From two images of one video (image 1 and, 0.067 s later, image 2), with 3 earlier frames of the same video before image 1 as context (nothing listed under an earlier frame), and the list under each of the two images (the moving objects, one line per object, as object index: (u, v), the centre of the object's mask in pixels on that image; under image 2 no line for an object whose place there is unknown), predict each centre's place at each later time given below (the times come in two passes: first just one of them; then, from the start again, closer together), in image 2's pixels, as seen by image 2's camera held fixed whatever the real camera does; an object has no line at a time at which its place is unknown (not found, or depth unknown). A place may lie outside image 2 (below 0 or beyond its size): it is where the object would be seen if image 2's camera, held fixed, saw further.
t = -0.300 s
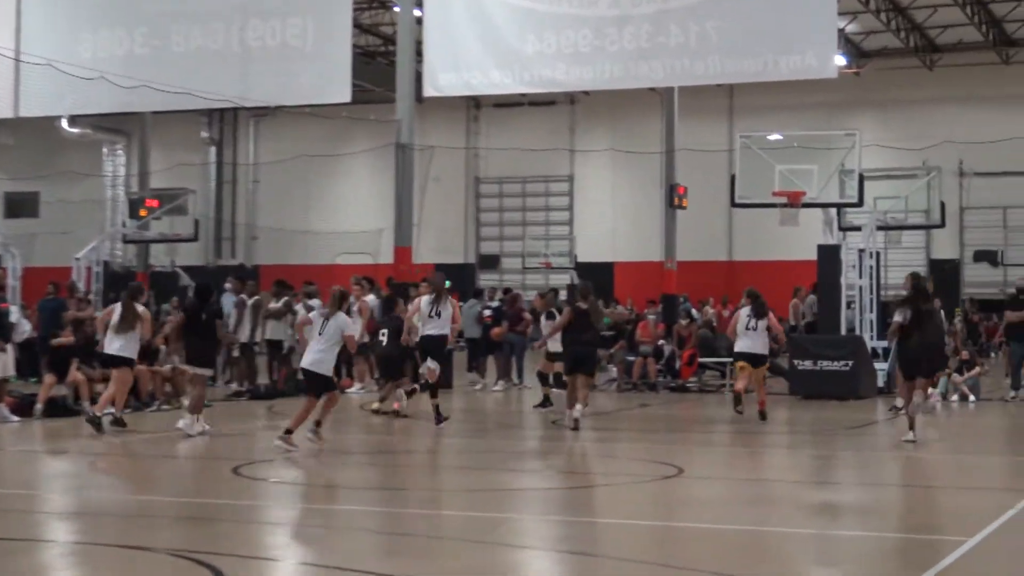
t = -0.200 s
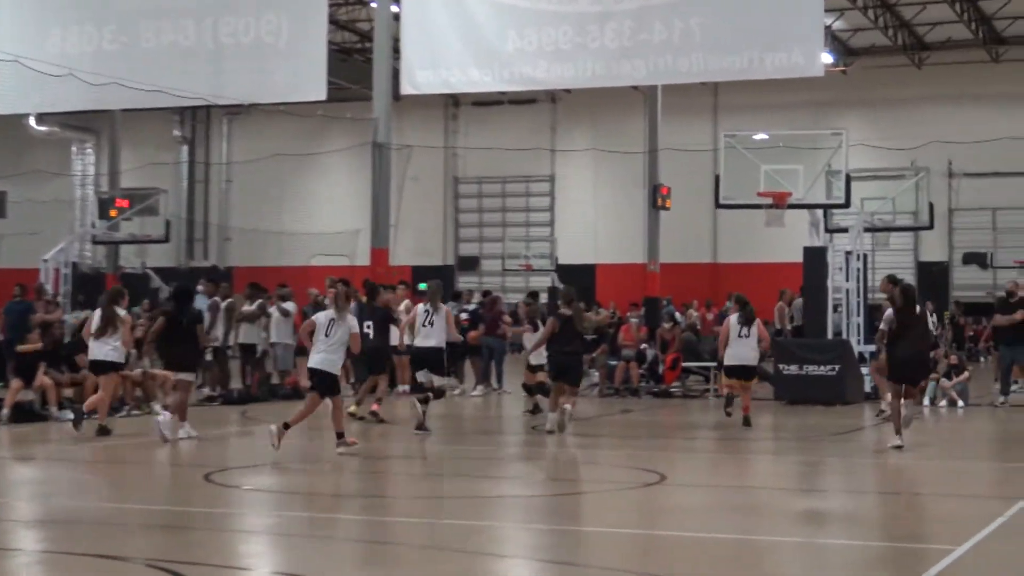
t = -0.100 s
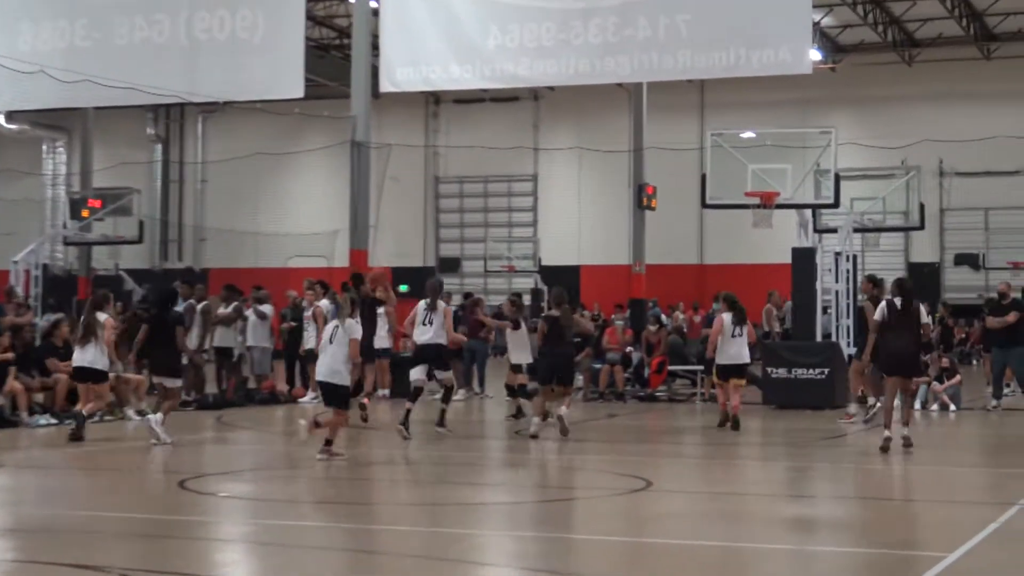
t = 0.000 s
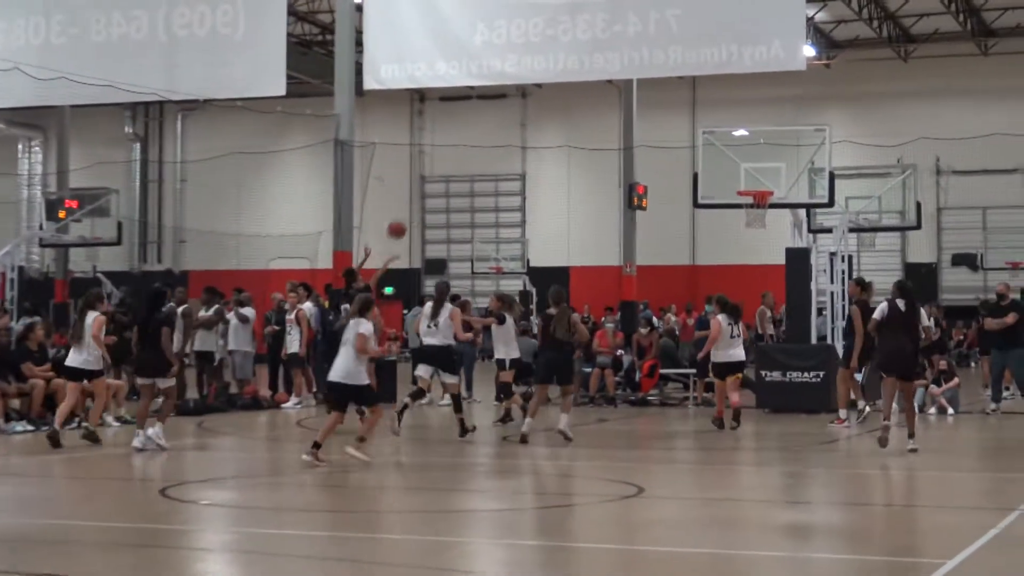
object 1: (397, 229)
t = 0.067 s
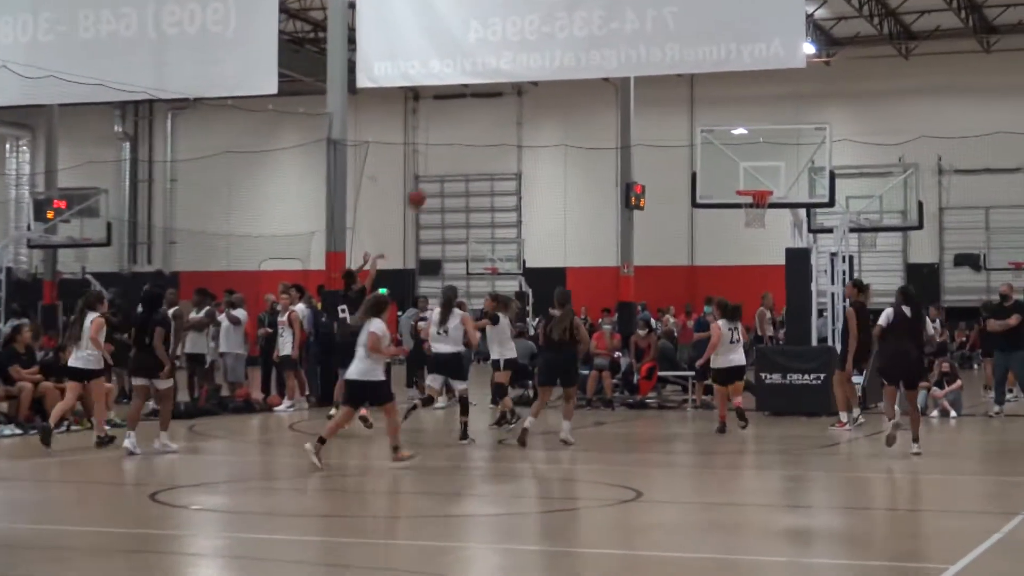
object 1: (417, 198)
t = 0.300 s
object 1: (503, 118)
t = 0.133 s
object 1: (442, 170)
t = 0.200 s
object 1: (466, 146)
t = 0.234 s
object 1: (478, 136)
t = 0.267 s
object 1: (490, 127)
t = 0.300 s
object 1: (503, 118)
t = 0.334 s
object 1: (515, 109)
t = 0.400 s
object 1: (537, 94)
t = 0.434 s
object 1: (547, 91)
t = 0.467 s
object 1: (557, 84)
